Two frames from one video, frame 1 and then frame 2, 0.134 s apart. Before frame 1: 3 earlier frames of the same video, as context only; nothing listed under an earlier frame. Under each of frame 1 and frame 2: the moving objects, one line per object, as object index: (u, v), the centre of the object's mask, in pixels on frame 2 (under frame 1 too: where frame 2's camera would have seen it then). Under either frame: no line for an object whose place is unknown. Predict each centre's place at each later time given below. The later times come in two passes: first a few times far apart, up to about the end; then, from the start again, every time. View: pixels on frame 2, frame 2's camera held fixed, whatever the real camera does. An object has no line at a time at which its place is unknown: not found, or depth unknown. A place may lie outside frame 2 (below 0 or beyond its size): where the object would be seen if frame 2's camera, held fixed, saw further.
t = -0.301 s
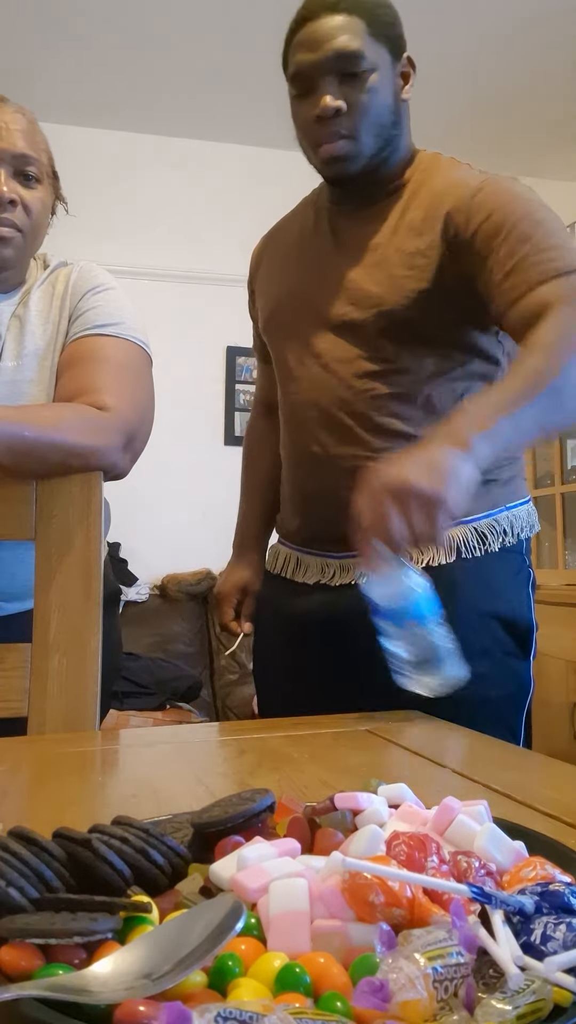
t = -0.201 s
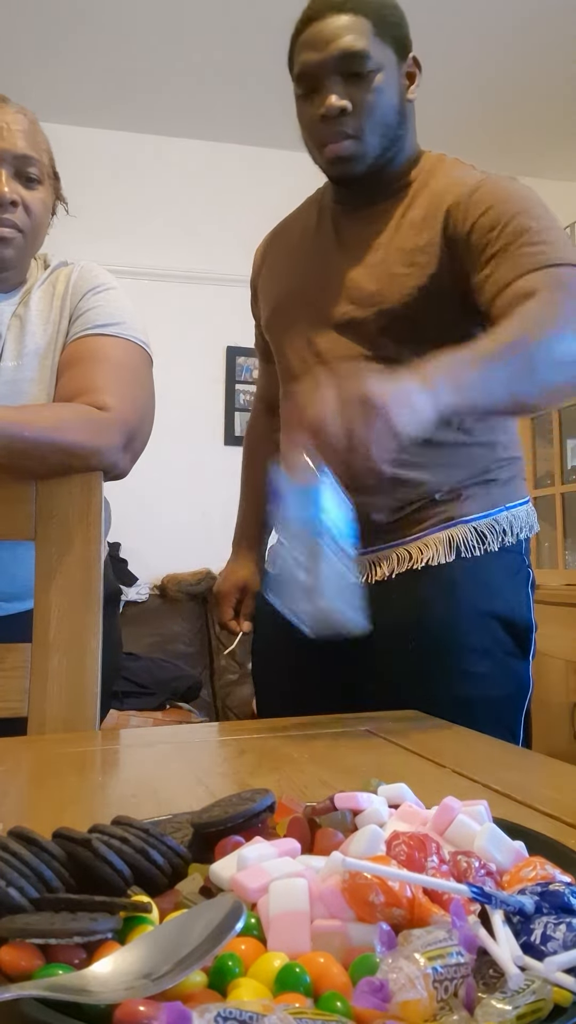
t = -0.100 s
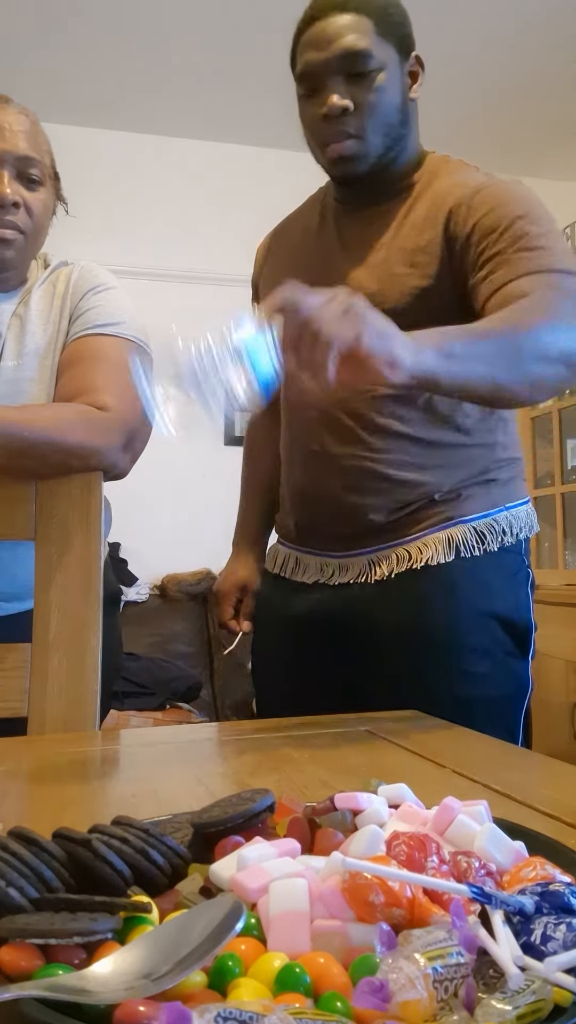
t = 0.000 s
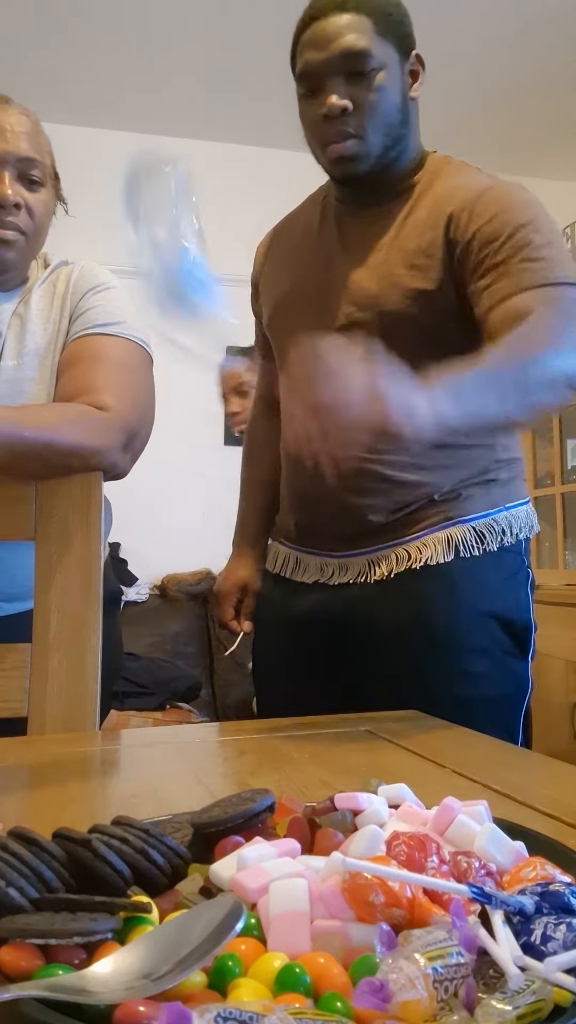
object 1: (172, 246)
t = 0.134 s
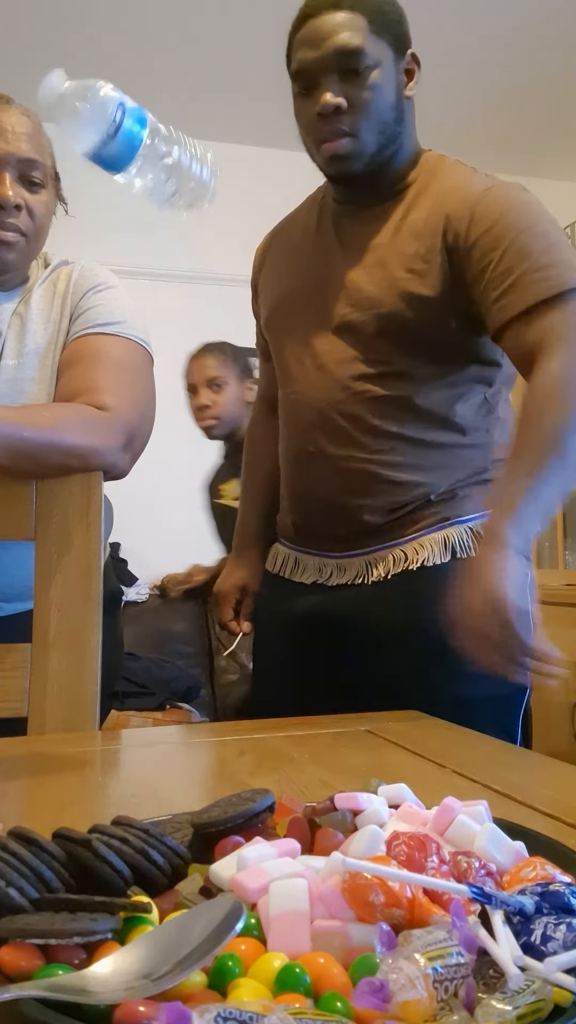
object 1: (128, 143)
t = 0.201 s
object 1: (140, 182)
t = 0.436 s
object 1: (162, 655)
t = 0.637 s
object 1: (177, 702)
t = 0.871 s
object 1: (180, 702)
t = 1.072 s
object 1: (180, 702)
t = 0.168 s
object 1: (131, 154)
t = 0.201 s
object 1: (140, 182)
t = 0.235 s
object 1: (143, 222)
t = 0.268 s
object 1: (150, 276)
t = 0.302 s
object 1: (154, 342)
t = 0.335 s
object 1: (157, 410)
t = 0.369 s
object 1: (157, 487)
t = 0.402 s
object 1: (157, 583)
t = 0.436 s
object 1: (162, 655)
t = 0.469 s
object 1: (167, 661)
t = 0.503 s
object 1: (170, 662)
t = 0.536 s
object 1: (173, 670)
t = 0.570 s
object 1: (177, 683)
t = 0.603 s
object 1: (178, 699)
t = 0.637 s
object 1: (177, 702)
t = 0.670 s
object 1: (179, 702)
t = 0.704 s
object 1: (178, 702)
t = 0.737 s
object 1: (178, 702)
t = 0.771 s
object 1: (179, 702)
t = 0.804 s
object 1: (180, 702)
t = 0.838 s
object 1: (180, 701)
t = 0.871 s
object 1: (180, 702)
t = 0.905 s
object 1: (179, 702)
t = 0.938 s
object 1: (179, 702)
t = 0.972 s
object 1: (179, 702)
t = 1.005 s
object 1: (180, 702)
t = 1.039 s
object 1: (180, 702)
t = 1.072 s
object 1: (180, 702)
